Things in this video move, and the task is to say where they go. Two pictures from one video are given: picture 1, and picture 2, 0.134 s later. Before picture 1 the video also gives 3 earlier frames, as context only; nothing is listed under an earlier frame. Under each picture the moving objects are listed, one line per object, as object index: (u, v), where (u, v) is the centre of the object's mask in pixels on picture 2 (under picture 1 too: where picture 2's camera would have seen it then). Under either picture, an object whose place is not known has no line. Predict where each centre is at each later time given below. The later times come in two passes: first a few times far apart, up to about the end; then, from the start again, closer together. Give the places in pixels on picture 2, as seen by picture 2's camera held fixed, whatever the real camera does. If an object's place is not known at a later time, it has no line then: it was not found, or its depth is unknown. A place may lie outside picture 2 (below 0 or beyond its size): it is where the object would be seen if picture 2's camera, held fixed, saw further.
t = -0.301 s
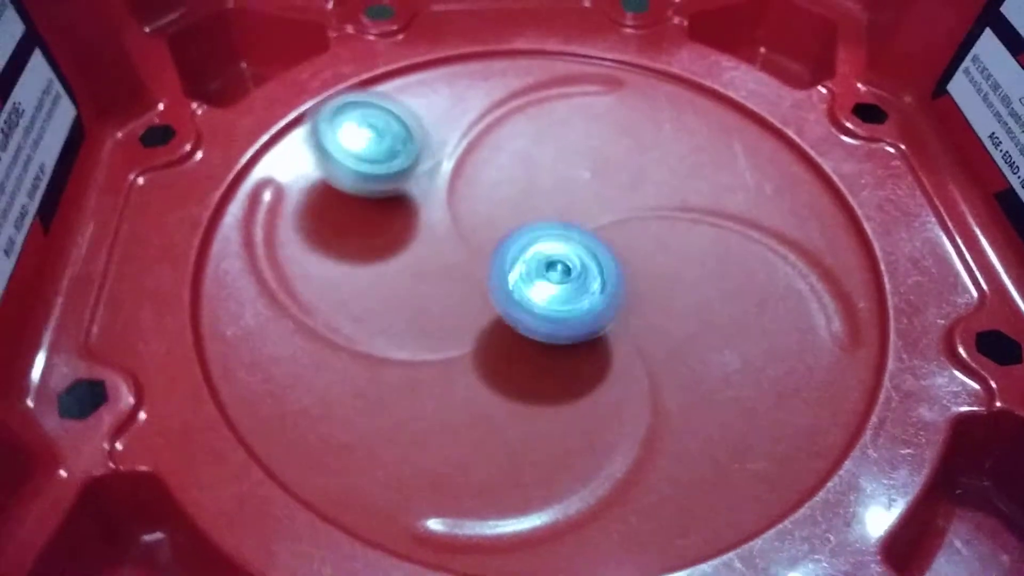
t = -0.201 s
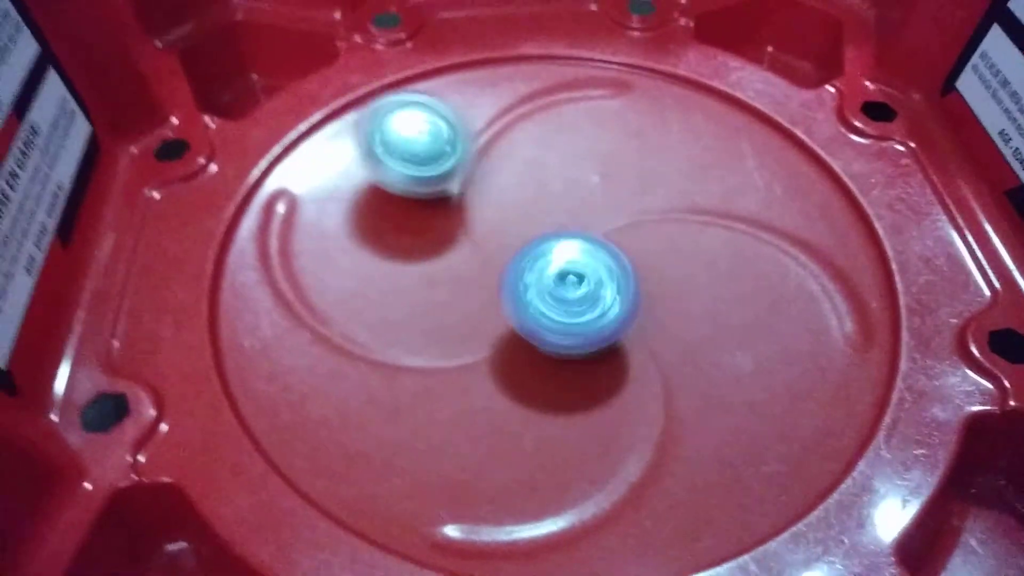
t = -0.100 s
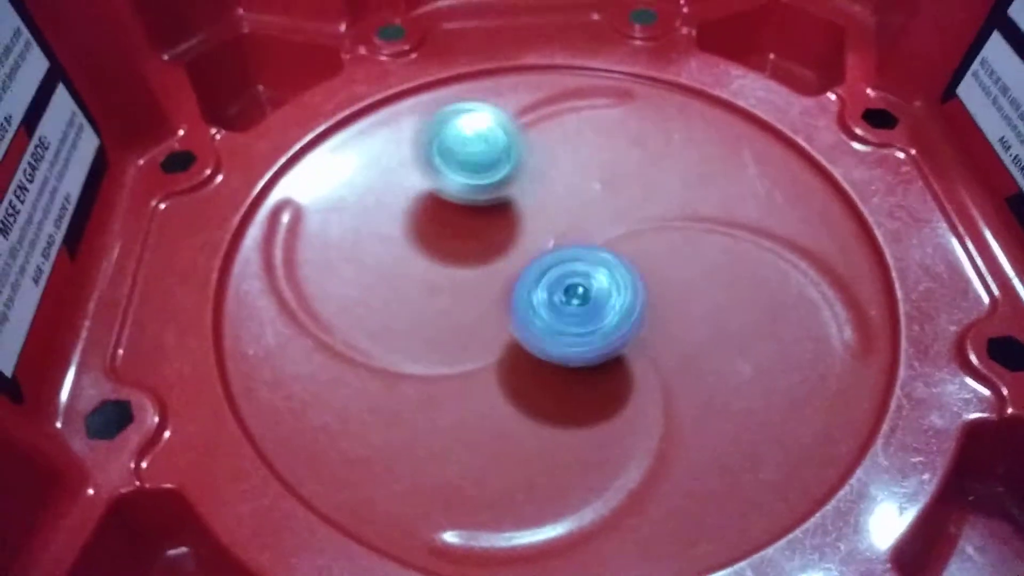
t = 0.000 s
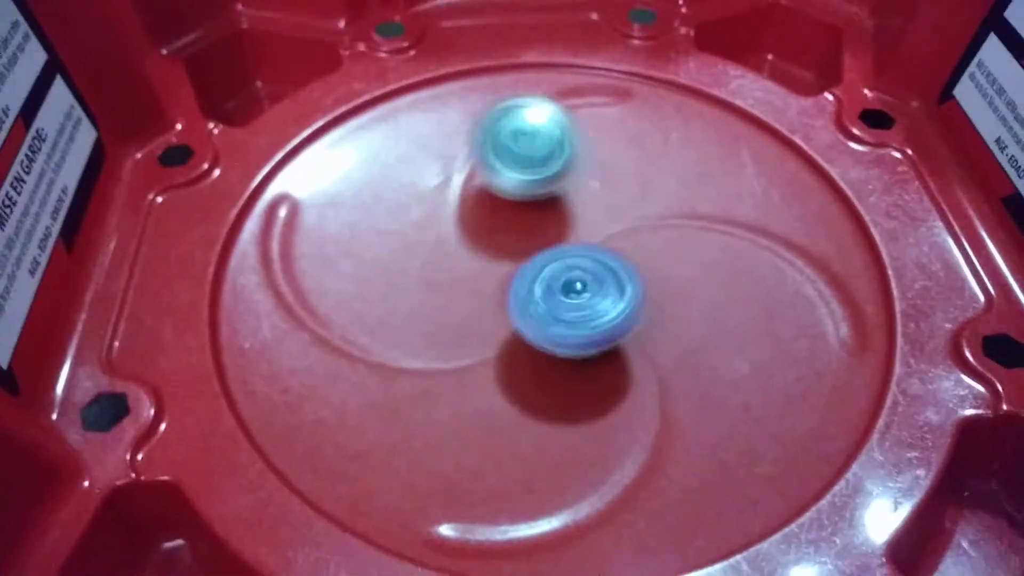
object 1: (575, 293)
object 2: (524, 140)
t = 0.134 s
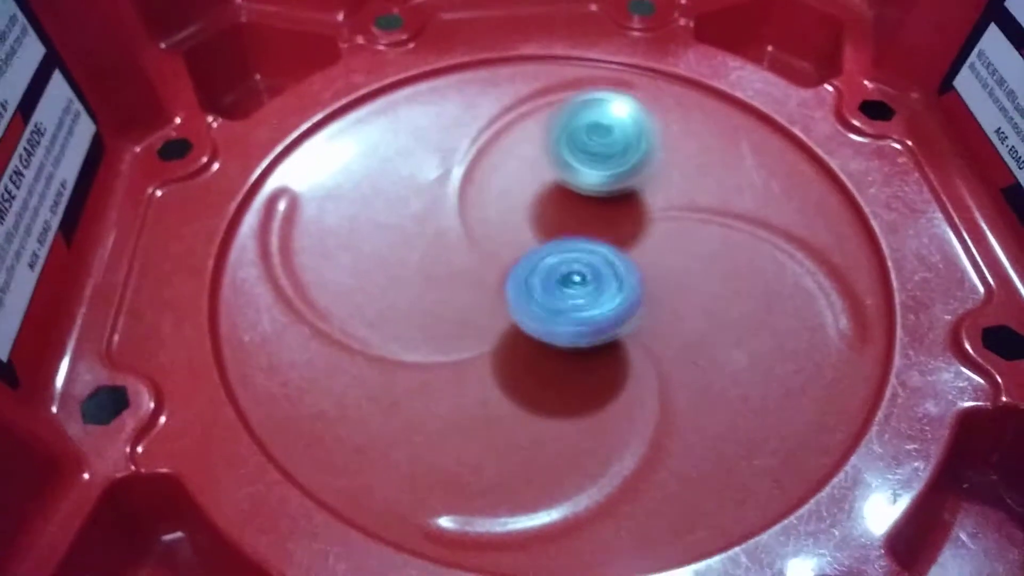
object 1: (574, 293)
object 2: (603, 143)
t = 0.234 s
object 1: (567, 290)
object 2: (652, 153)
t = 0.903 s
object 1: (552, 293)
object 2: (659, 396)
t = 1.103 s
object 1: (549, 278)
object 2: (565, 389)
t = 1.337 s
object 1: (534, 268)
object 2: (438, 396)
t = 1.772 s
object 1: (538, 286)
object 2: (362, 254)
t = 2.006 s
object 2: (425, 170)
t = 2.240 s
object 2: (526, 137)
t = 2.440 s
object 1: (520, 282)
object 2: (620, 144)
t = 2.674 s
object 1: (514, 281)
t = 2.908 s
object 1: (518, 280)
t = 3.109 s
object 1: (515, 280)
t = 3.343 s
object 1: (518, 272)
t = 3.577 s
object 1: (504, 262)
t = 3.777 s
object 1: (506, 238)
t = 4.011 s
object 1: (516, 238)
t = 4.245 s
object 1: (636, 256)
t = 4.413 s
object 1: (632, 274)
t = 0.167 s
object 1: (572, 292)
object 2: (619, 146)
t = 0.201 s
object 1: (569, 292)
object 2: (637, 150)
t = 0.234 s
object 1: (567, 290)
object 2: (652, 153)
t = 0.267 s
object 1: (565, 288)
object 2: (666, 158)
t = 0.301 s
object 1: (563, 286)
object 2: (678, 164)
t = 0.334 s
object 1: (561, 285)
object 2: (689, 171)
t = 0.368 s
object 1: (558, 283)
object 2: (694, 179)
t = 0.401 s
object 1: (557, 283)
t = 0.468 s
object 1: (552, 283)
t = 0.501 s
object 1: (549, 284)
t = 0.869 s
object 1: (551, 293)
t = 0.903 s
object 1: (552, 293)
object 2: (659, 396)
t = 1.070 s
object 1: (551, 281)
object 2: (585, 392)
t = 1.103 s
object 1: (549, 278)
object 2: (565, 389)
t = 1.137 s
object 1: (546, 278)
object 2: (543, 390)
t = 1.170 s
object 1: (543, 273)
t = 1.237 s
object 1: (540, 267)
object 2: (482, 404)
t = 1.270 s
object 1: (539, 266)
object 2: (466, 404)
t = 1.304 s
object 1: (536, 267)
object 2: (450, 401)
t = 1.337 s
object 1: (534, 268)
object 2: (438, 396)
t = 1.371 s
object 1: (530, 272)
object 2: (428, 388)
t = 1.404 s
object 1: (528, 277)
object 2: (419, 379)
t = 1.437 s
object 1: (525, 284)
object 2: (412, 368)
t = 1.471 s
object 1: (521, 290)
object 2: (405, 357)
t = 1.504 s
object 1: (527, 291)
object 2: (390, 346)
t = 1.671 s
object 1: (542, 288)
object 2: (353, 290)
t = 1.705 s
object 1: (540, 287)
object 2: (354, 276)
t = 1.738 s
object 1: (540, 286)
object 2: (358, 265)
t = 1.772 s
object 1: (538, 286)
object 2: (362, 254)
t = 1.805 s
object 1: (537, 284)
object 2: (366, 240)
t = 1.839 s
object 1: (536, 284)
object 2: (374, 226)
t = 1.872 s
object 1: (533, 283)
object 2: (383, 212)
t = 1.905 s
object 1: (533, 282)
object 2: (393, 201)
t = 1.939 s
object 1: (528, 282)
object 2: (402, 189)
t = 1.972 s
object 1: (527, 281)
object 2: (414, 179)
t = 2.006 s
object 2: (425, 170)
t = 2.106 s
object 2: (466, 149)
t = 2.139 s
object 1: (519, 281)
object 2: (482, 145)
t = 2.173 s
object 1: (519, 282)
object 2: (496, 141)
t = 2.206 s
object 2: (510, 138)
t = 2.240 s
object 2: (526, 137)
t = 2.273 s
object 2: (542, 135)
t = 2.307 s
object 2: (558, 135)
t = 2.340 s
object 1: (520, 282)
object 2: (574, 135)
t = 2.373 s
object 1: (520, 282)
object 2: (589, 136)
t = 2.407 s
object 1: (521, 282)
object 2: (606, 140)
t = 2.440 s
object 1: (520, 282)
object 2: (620, 144)
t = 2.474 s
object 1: (522, 282)
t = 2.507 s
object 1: (521, 282)
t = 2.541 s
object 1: (520, 281)
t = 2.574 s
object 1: (519, 281)
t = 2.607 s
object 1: (516, 280)
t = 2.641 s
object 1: (517, 280)
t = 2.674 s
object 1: (514, 281)
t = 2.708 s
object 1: (513, 280)
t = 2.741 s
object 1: (516, 281)
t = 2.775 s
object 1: (517, 281)
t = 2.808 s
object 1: (519, 281)
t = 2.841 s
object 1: (517, 281)
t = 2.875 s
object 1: (518, 280)
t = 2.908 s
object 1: (518, 280)
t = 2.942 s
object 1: (517, 280)
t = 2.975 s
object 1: (517, 281)
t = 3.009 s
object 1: (515, 282)
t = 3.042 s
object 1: (515, 281)
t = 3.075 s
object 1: (514, 281)
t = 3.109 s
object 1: (515, 280)
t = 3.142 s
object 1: (516, 281)
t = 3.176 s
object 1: (516, 281)
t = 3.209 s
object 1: (516, 281)
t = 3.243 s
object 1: (516, 281)
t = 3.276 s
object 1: (517, 277)
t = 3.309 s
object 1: (518, 272)
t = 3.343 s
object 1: (518, 272)
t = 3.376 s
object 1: (519, 270)
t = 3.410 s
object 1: (518, 270)
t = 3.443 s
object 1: (510, 269)
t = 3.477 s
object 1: (505, 268)
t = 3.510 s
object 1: (499, 268)
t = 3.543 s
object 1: (497, 266)
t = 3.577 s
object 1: (504, 262)
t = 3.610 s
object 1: (513, 254)
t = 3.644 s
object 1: (518, 250)
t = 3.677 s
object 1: (517, 245)
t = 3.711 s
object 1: (514, 243)
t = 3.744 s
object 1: (511, 240)
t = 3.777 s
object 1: (506, 238)
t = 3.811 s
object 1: (501, 237)
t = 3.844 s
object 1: (497, 233)
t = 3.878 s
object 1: (494, 232)
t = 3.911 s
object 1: (494, 232)
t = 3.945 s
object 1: (498, 232)
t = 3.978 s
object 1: (504, 232)
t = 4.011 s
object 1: (516, 238)
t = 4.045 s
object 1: (528, 242)
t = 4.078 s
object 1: (545, 244)
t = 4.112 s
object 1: (564, 247)
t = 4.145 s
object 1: (587, 250)
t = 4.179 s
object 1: (606, 254)
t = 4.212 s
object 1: (625, 253)
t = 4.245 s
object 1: (636, 256)
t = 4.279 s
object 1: (644, 260)
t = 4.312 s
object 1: (646, 264)
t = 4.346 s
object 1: (645, 269)
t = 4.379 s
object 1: (640, 272)
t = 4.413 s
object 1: (632, 274)
